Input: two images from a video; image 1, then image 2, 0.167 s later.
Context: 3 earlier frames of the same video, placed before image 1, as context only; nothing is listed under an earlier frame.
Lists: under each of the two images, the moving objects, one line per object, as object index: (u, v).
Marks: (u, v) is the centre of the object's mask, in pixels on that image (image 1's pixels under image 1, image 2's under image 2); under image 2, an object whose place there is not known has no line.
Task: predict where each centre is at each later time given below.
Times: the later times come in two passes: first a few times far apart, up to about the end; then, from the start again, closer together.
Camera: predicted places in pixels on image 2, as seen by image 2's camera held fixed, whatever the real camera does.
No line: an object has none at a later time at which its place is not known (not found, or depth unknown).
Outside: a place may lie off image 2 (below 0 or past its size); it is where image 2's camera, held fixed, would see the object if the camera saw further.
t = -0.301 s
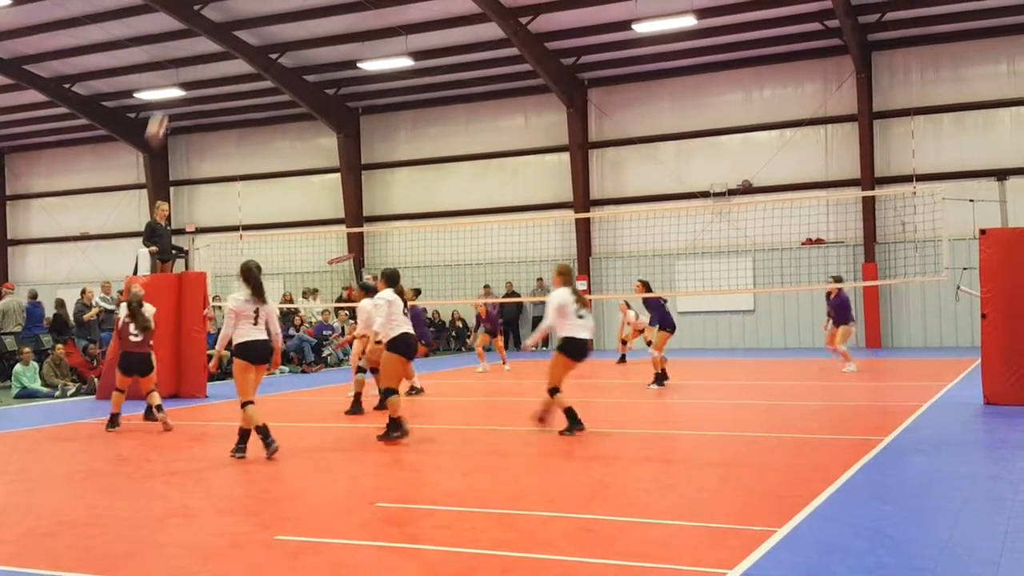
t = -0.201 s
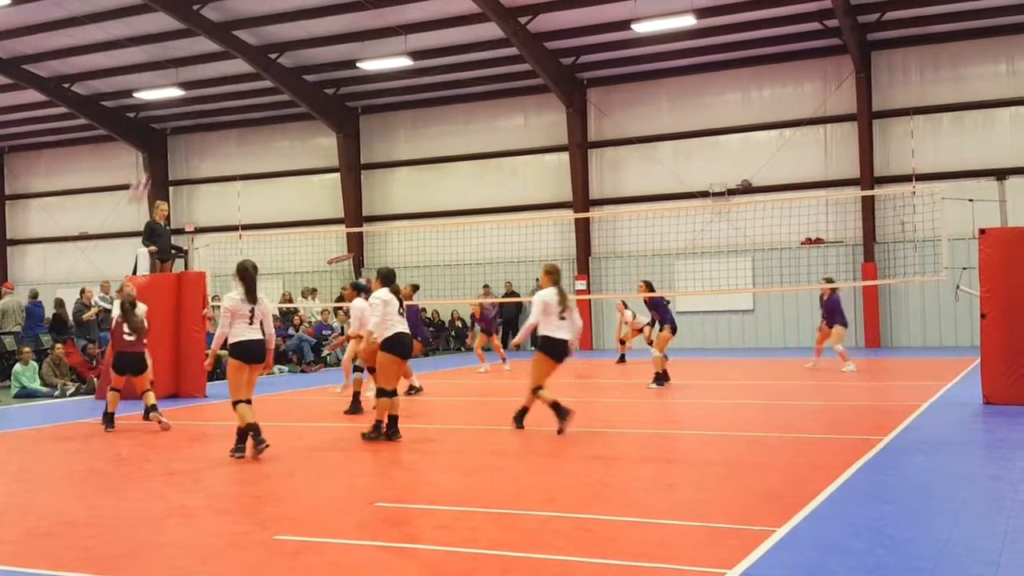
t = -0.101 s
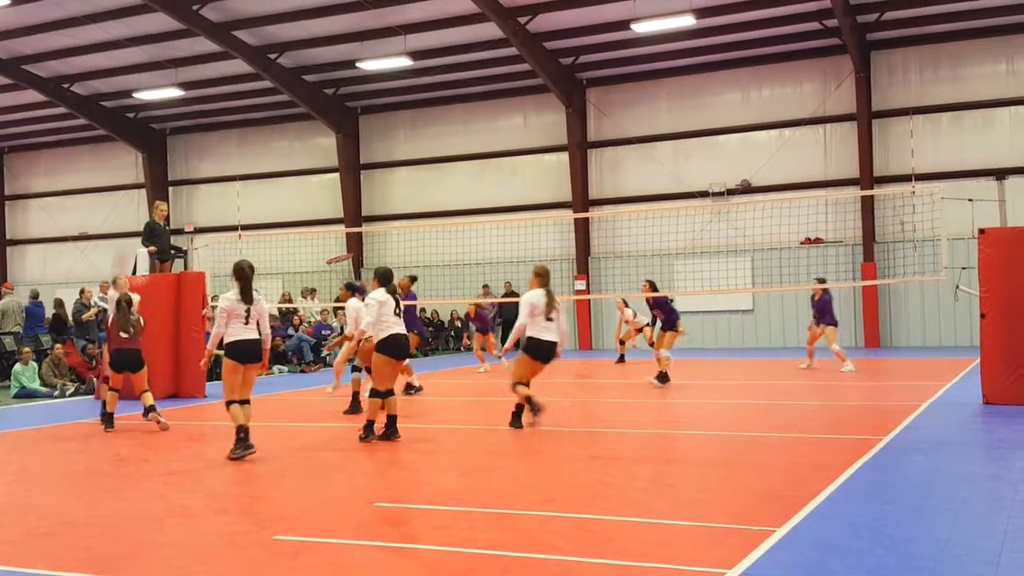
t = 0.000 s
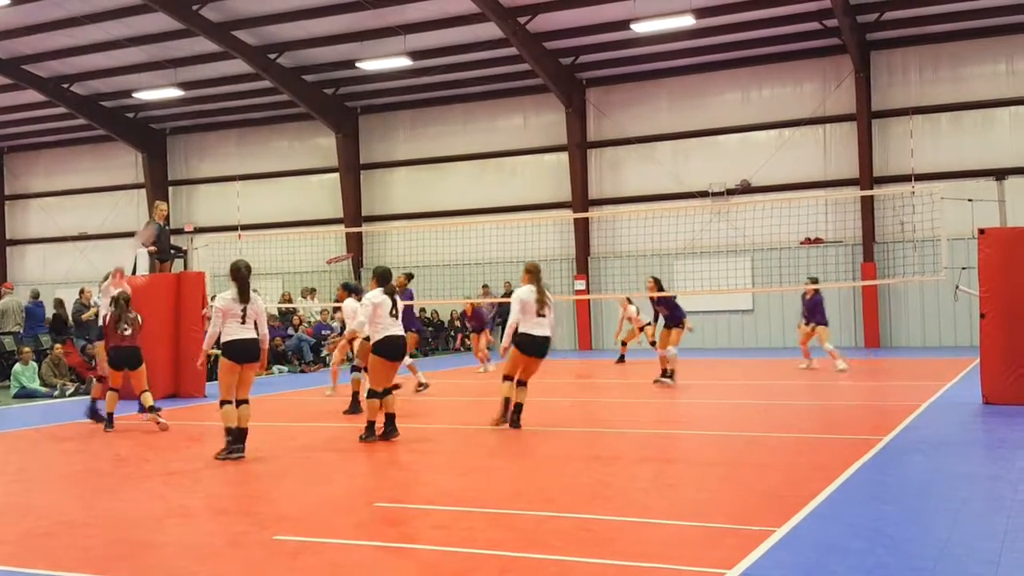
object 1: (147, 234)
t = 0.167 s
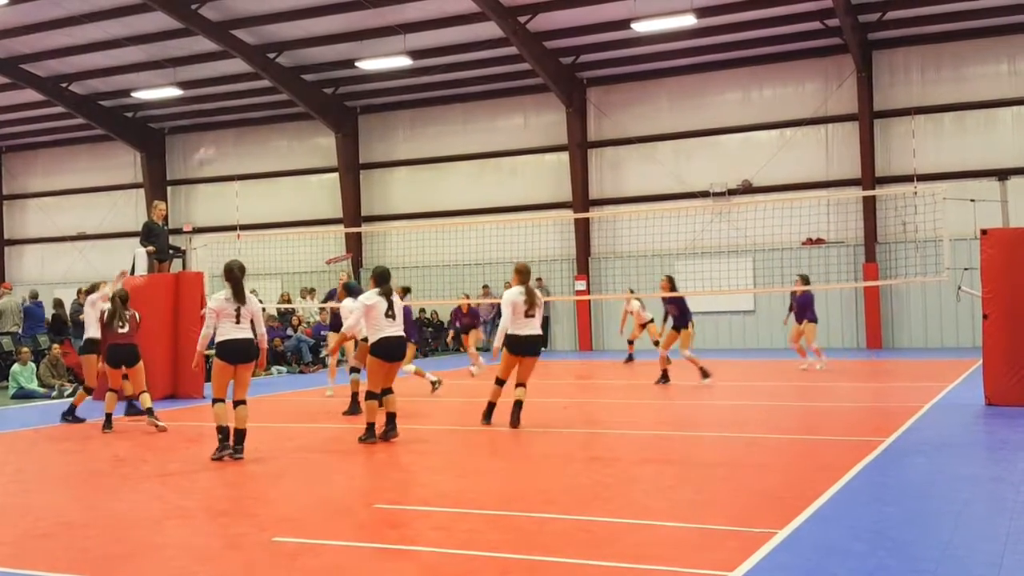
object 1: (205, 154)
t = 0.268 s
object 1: (237, 124)
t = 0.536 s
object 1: (313, 84)
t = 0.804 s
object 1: (379, 99)
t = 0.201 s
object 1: (215, 144)
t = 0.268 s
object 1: (237, 124)
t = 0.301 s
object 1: (248, 117)
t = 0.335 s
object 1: (258, 110)
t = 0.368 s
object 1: (268, 103)
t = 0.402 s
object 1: (277, 98)
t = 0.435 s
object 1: (286, 94)
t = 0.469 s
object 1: (295, 90)
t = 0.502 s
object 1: (304, 87)
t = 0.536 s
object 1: (313, 84)
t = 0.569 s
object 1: (322, 84)
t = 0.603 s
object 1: (330, 83)
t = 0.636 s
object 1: (339, 83)
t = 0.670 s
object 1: (348, 86)
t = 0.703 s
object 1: (356, 88)
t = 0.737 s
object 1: (363, 92)
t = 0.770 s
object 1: (371, 94)
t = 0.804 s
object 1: (379, 99)
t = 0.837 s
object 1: (386, 103)
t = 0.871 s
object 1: (392, 108)
